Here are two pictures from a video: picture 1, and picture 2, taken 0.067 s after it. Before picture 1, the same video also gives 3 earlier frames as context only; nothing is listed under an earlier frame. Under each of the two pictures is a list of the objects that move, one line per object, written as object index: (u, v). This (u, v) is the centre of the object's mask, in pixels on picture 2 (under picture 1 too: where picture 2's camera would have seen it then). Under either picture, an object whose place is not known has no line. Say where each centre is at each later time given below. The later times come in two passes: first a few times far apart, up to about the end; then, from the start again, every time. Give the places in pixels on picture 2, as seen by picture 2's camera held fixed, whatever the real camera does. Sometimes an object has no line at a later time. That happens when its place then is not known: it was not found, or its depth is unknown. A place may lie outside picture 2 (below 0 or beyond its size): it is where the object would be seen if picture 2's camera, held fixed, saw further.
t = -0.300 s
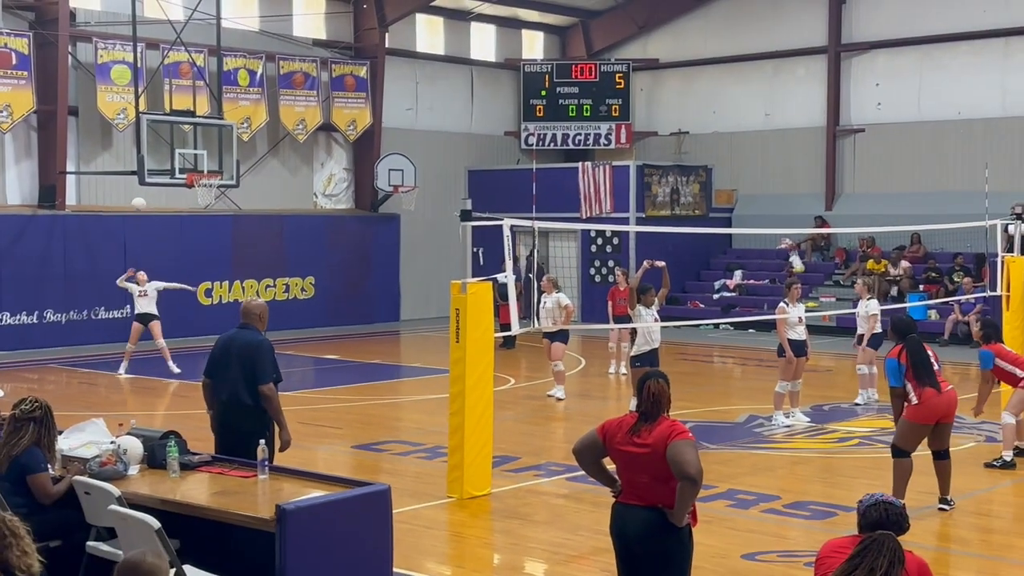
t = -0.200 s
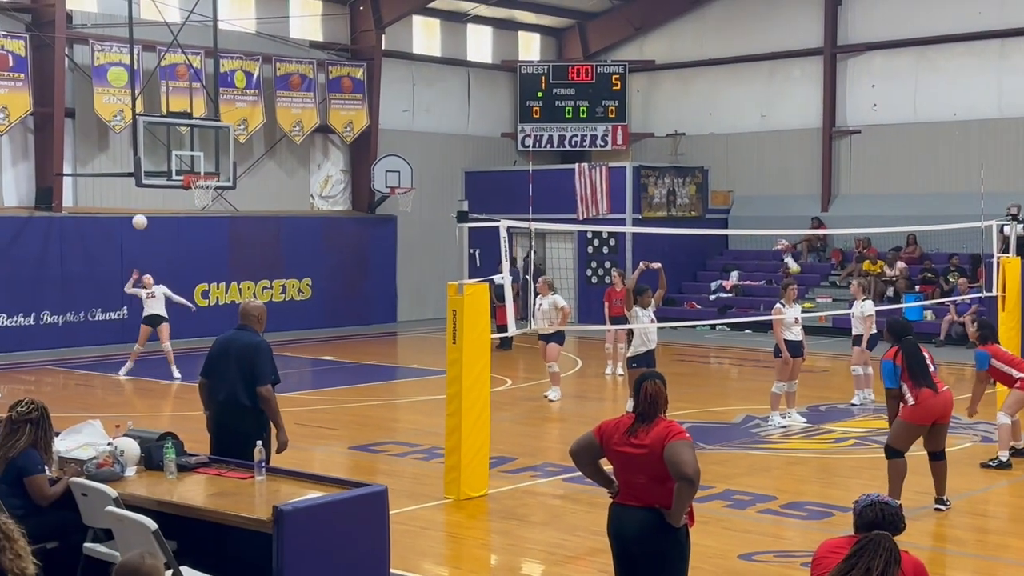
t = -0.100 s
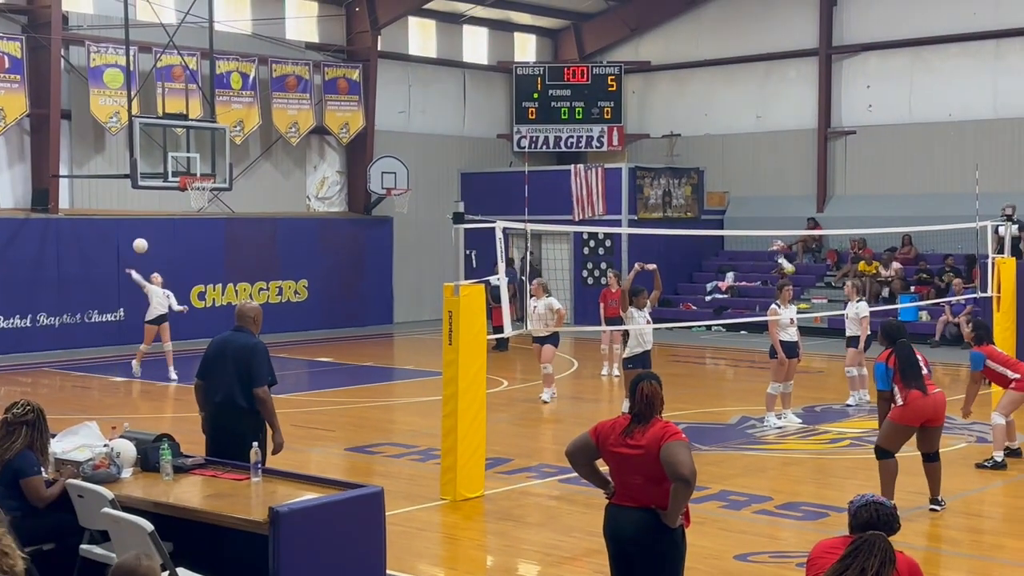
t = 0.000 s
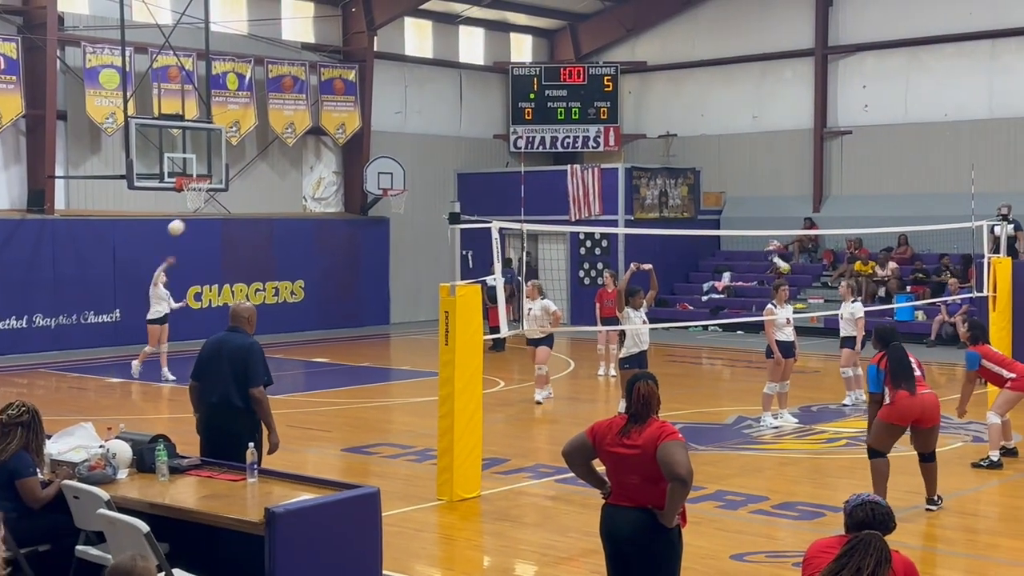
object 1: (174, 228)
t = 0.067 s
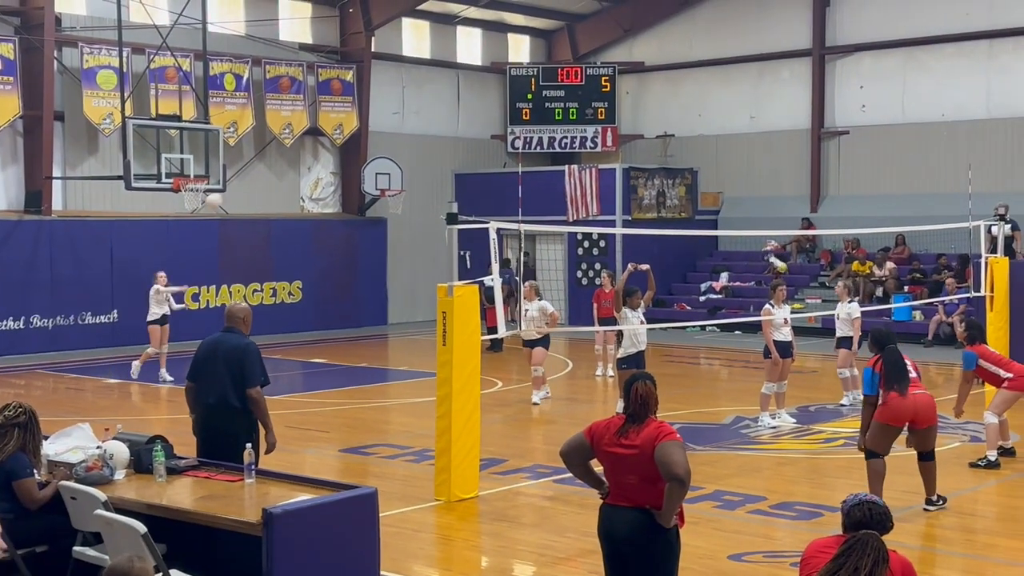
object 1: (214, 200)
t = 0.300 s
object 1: (369, 122)
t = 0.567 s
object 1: (587, 82)
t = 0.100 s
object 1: (234, 187)
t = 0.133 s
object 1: (255, 174)
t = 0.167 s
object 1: (277, 163)
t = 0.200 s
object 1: (299, 152)
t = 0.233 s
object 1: (321, 143)
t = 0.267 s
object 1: (345, 132)
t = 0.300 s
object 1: (369, 122)
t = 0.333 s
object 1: (394, 114)
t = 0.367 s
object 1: (418, 106)
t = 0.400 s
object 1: (444, 100)
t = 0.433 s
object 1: (471, 95)
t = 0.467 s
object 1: (499, 90)
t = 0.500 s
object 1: (527, 87)
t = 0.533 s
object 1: (556, 83)
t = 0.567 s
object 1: (587, 82)
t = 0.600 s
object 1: (618, 80)
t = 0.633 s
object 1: (648, 79)
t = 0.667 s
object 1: (681, 81)
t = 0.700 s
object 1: (714, 83)
